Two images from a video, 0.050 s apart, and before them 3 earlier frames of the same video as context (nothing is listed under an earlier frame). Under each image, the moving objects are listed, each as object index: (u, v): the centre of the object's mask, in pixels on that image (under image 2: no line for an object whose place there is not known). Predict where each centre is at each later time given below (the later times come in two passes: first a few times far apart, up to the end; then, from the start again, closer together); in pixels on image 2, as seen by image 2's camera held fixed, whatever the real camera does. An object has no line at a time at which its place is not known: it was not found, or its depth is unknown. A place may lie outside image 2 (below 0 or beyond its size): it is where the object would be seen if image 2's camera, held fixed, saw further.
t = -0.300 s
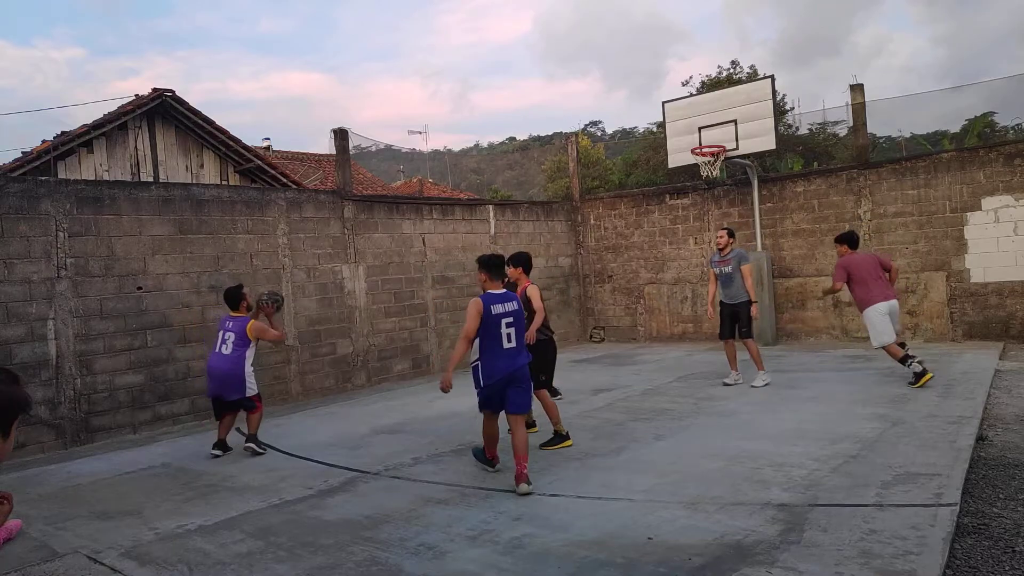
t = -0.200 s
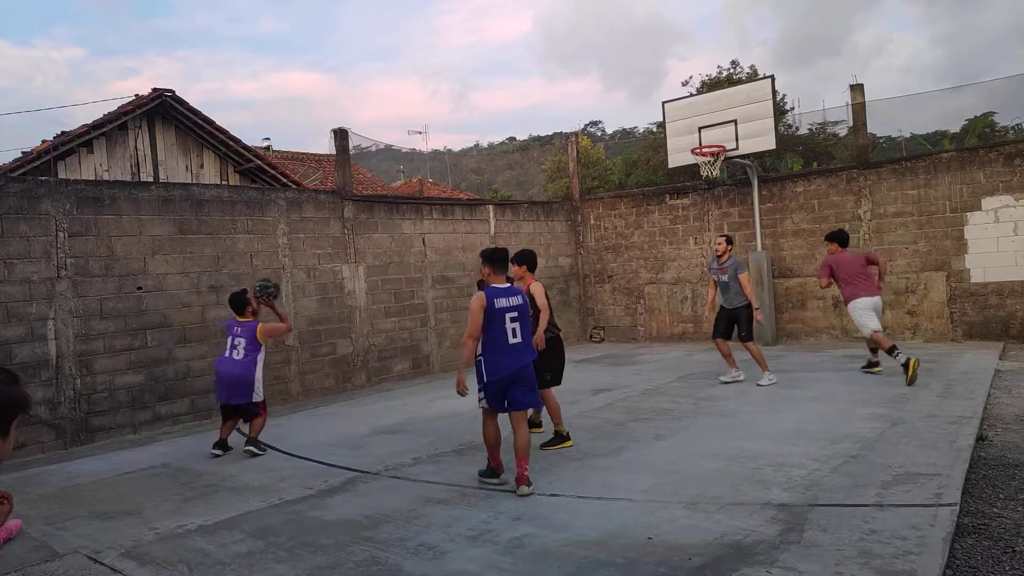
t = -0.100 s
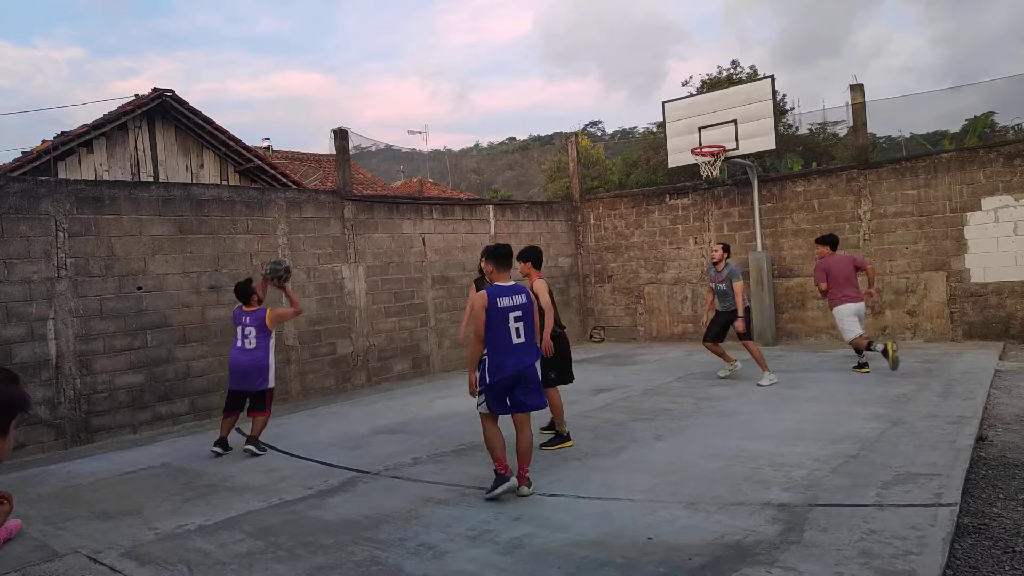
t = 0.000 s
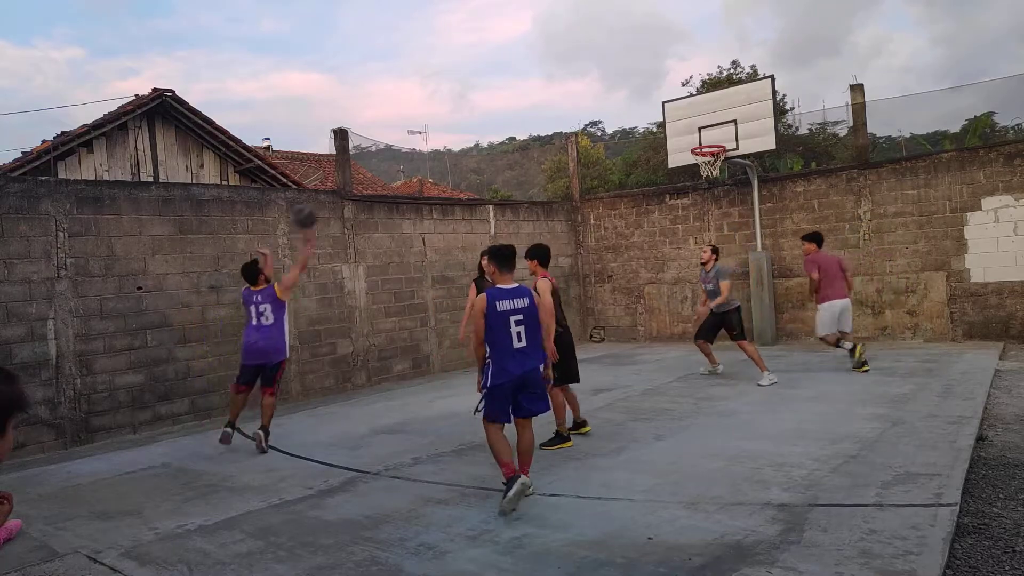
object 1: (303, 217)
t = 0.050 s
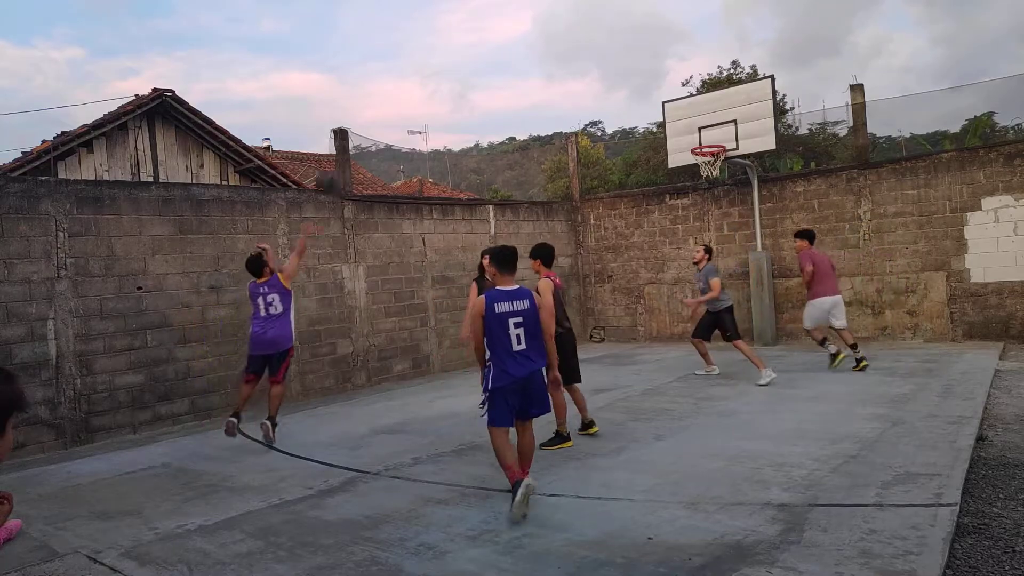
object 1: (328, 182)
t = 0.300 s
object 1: (422, 56)
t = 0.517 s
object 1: (495, 8)
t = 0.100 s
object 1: (347, 149)
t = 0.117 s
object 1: (351, 140)
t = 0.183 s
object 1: (379, 103)
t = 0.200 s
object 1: (386, 96)
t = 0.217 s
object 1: (392, 88)
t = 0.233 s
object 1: (398, 81)
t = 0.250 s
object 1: (404, 74)
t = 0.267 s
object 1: (410, 68)
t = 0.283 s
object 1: (416, 62)
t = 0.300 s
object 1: (422, 56)
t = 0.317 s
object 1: (428, 50)
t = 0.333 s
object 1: (434, 45)
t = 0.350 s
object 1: (440, 40)
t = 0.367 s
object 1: (446, 35)
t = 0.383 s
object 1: (452, 31)
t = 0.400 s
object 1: (457, 27)
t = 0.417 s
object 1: (463, 23)
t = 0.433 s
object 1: (468, 20)
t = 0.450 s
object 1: (474, 16)
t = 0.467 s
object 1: (479, 13)
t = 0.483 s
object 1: (485, 11)
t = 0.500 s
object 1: (490, 9)
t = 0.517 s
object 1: (495, 8)
